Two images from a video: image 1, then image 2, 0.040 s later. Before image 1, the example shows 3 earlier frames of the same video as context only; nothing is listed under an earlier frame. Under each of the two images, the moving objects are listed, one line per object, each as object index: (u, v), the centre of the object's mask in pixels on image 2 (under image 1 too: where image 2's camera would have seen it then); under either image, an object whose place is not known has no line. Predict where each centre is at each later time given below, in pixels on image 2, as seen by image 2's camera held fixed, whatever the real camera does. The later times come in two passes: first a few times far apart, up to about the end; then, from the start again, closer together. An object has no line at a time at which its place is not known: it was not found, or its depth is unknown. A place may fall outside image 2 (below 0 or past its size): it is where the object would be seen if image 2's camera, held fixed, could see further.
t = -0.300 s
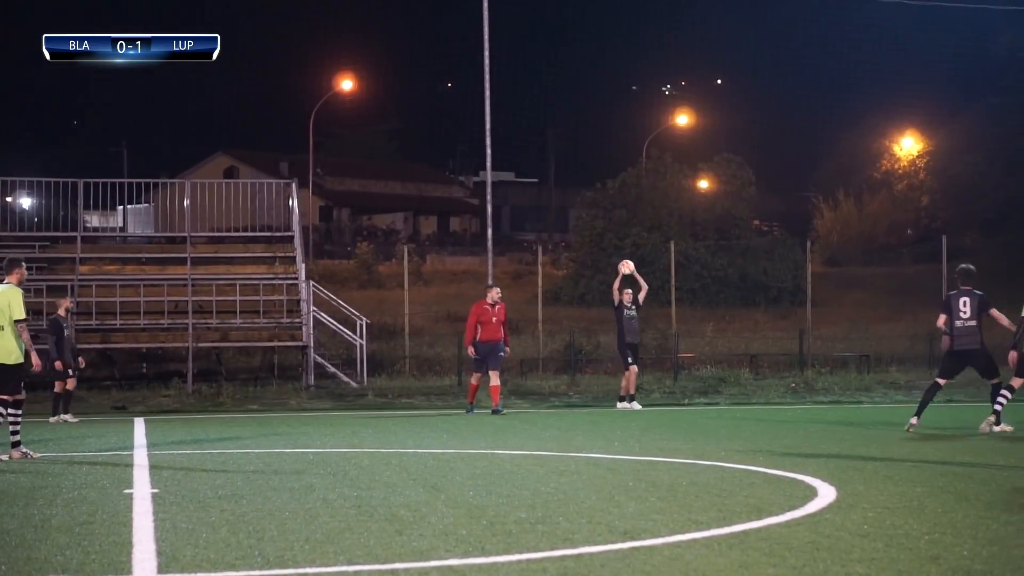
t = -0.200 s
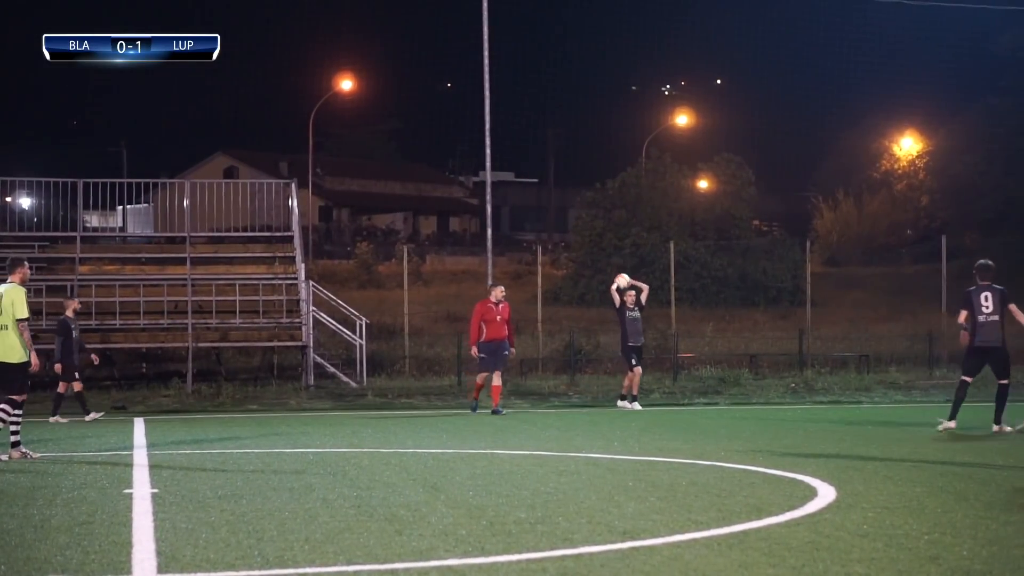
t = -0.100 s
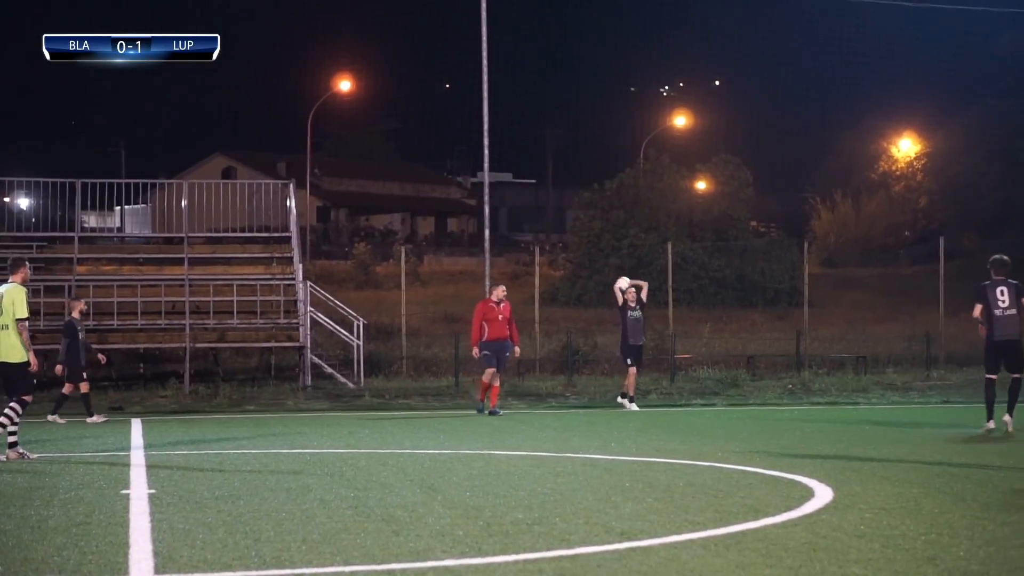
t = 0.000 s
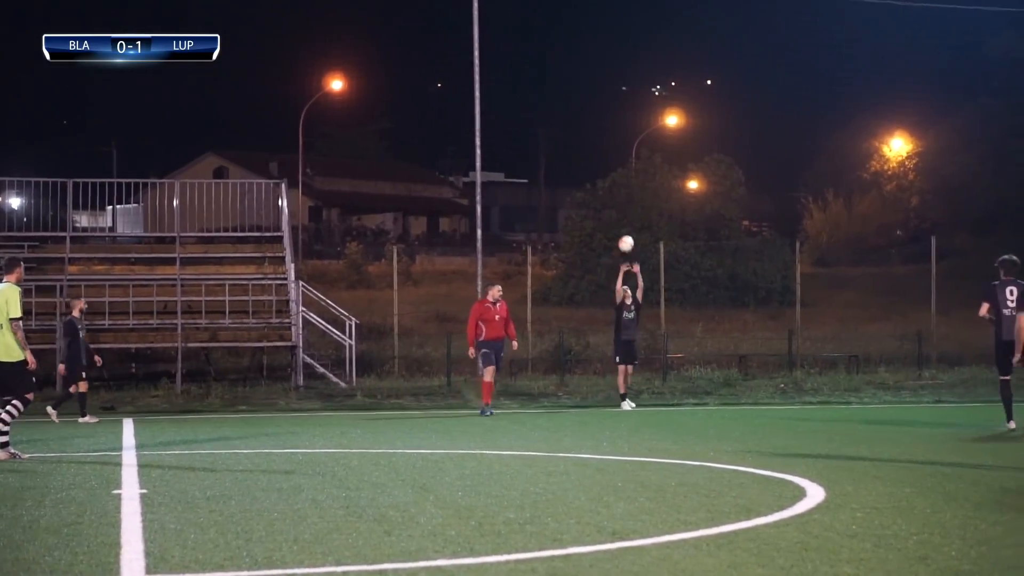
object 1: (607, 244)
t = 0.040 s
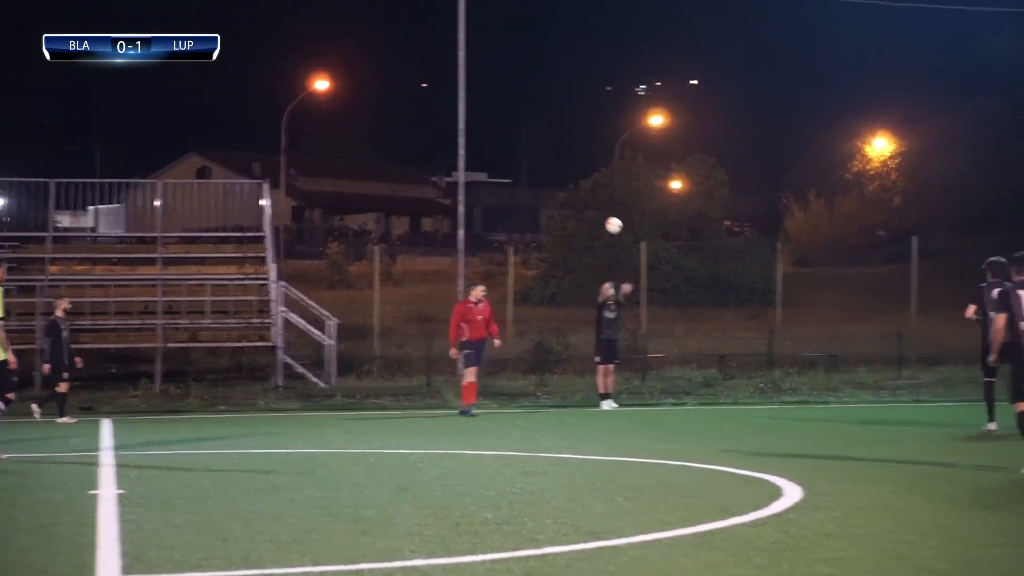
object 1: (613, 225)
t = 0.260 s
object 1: (644, 138)
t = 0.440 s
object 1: (673, 83)
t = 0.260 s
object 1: (644, 138)
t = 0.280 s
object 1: (647, 131)
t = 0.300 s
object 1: (651, 124)
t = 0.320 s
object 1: (653, 118)
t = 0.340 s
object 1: (658, 111)
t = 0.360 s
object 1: (660, 105)
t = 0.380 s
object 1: (663, 99)
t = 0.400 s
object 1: (666, 93)
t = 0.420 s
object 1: (670, 88)
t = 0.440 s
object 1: (673, 83)
